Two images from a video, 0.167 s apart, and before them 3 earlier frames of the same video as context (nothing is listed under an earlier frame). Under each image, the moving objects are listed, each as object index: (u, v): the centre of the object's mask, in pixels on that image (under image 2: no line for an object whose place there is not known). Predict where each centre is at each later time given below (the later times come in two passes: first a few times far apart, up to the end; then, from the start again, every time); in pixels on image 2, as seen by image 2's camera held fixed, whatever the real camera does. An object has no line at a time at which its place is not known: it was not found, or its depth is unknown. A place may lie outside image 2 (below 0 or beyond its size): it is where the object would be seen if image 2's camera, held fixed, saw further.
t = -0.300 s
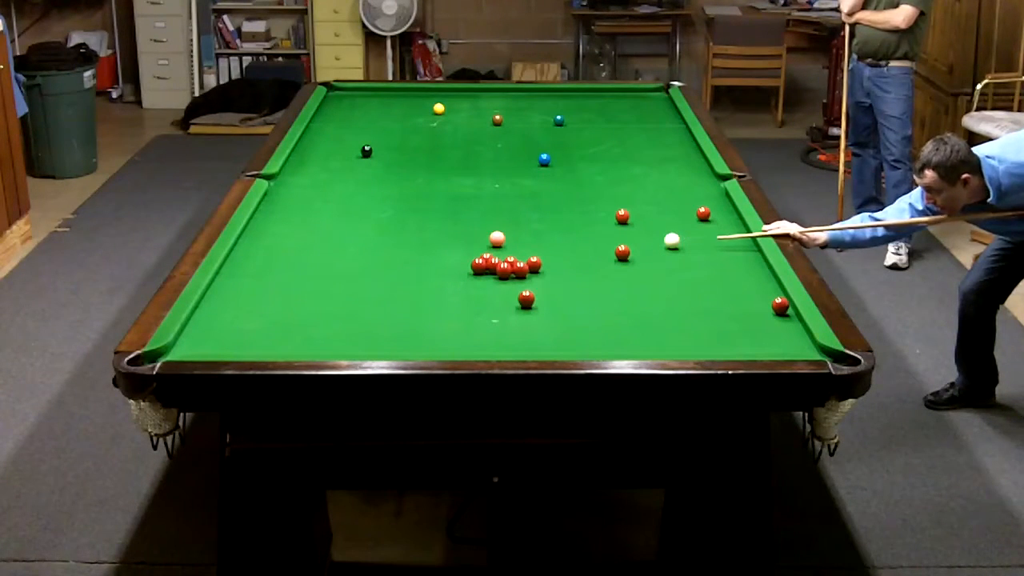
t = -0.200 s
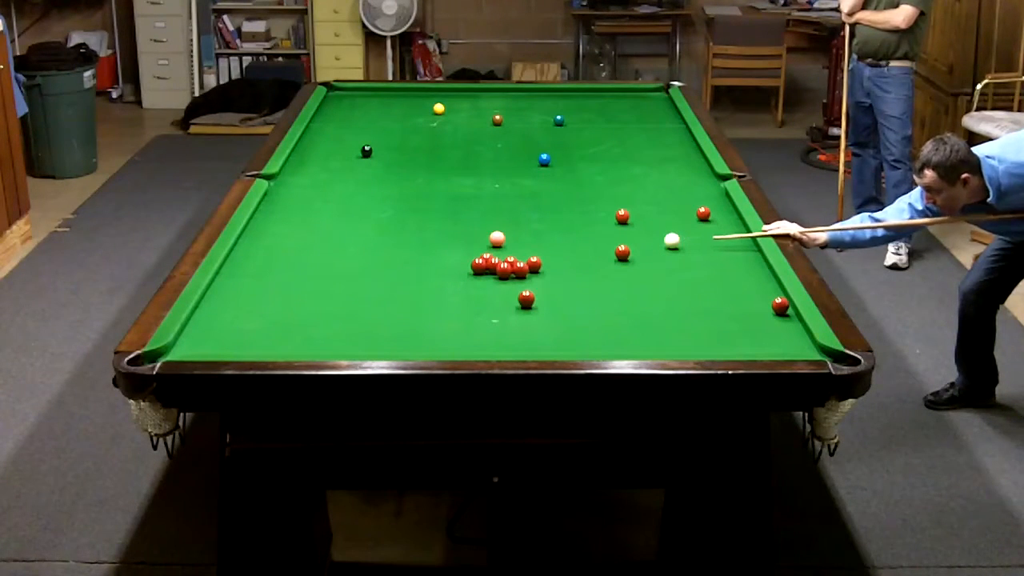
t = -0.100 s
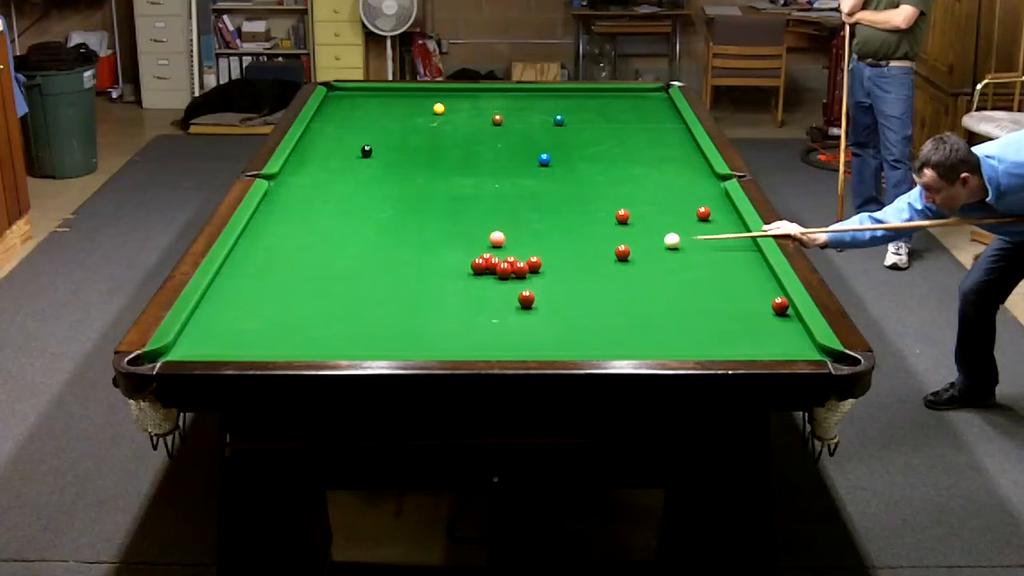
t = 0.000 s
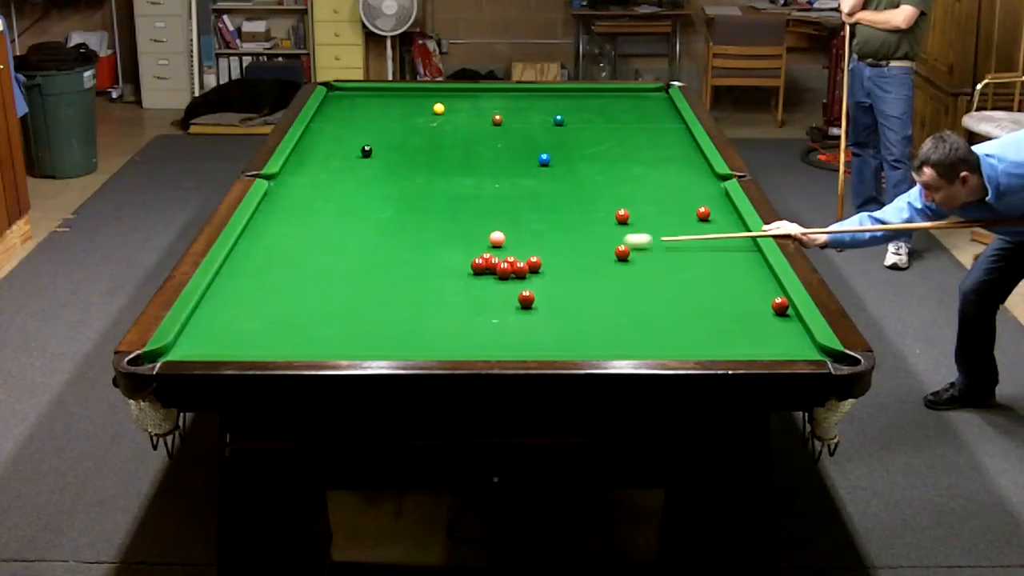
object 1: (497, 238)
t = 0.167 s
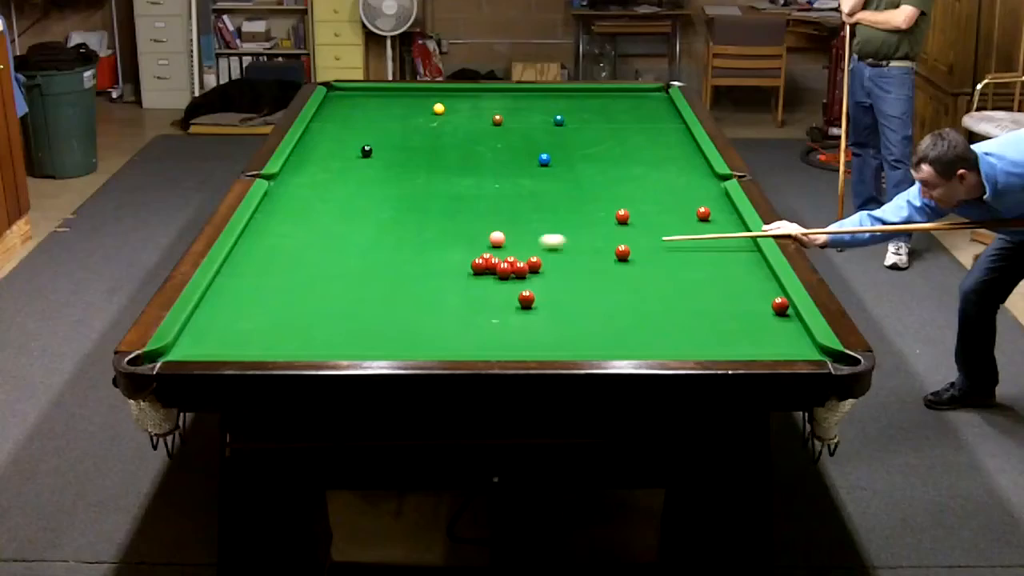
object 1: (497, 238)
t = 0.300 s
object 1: (486, 234)
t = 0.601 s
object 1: (438, 222)
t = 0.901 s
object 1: (395, 210)
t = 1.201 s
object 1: (357, 200)
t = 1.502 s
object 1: (322, 190)
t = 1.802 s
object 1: (290, 182)
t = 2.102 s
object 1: (269, 178)
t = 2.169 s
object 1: (264, 179)
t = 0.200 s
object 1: (497, 238)
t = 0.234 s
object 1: (497, 238)
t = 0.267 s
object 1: (493, 236)
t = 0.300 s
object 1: (486, 234)
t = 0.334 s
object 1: (480, 233)
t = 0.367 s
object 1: (474, 231)
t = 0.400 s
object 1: (468, 230)
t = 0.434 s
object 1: (464, 229)
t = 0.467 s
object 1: (458, 227)
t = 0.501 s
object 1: (453, 226)
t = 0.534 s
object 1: (448, 225)
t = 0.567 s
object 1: (443, 223)
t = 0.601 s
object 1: (438, 222)
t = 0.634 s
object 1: (433, 221)
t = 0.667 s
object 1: (428, 219)
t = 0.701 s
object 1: (423, 218)
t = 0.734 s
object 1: (418, 217)
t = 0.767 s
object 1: (414, 215)
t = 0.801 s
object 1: (409, 214)
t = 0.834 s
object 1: (404, 213)
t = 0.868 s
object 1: (400, 212)
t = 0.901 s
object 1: (395, 210)
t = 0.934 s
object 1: (391, 209)
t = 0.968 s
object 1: (386, 208)
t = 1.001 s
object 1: (382, 207)
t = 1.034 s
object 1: (377, 205)
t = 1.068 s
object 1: (373, 204)
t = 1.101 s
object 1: (369, 203)
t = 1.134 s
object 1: (365, 202)
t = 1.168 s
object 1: (361, 201)
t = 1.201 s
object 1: (357, 200)
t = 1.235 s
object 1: (353, 199)
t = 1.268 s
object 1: (349, 198)
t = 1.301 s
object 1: (345, 197)
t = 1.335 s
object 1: (341, 195)
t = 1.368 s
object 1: (337, 194)
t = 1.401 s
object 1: (333, 193)
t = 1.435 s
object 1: (329, 192)
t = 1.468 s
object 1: (325, 192)
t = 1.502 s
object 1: (322, 190)
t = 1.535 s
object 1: (318, 189)
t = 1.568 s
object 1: (314, 188)
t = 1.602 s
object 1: (311, 187)
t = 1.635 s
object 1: (307, 186)
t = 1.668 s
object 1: (304, 185)
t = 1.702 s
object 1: (301, 185)
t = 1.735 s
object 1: (297, 184)
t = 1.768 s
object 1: (294, 183)
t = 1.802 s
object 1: (290, 182)
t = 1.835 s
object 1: (287, 181)
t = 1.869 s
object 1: (283, 180)
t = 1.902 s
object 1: (280, 179)
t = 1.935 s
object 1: (277, 178)
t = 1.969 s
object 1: (274, 177)
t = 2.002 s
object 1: (271, 177)
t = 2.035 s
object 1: (270, 177)
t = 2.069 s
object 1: (270, 178)
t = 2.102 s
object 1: (269, 178)
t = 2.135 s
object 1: (267, 179)
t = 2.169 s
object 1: (264, 179)
